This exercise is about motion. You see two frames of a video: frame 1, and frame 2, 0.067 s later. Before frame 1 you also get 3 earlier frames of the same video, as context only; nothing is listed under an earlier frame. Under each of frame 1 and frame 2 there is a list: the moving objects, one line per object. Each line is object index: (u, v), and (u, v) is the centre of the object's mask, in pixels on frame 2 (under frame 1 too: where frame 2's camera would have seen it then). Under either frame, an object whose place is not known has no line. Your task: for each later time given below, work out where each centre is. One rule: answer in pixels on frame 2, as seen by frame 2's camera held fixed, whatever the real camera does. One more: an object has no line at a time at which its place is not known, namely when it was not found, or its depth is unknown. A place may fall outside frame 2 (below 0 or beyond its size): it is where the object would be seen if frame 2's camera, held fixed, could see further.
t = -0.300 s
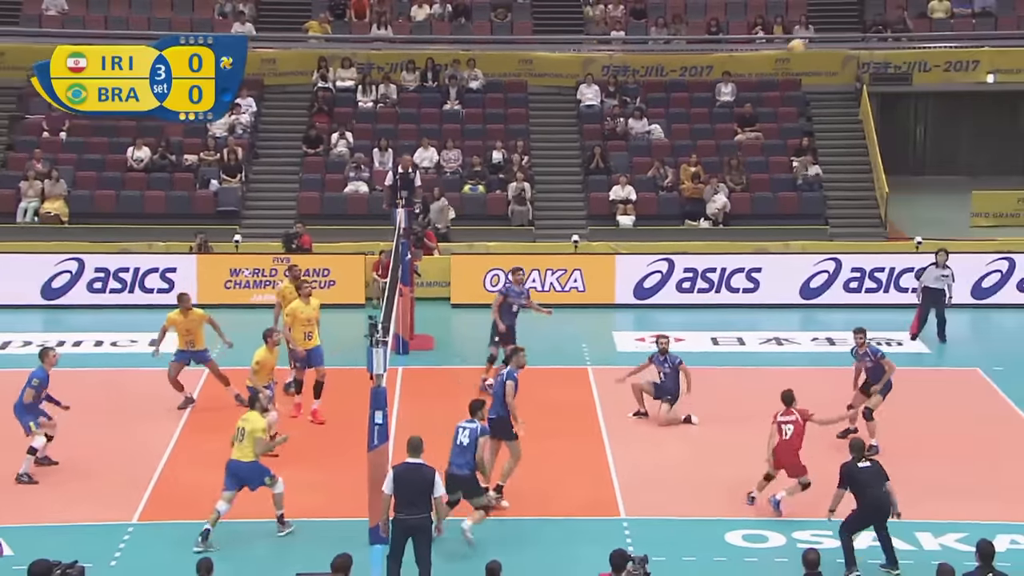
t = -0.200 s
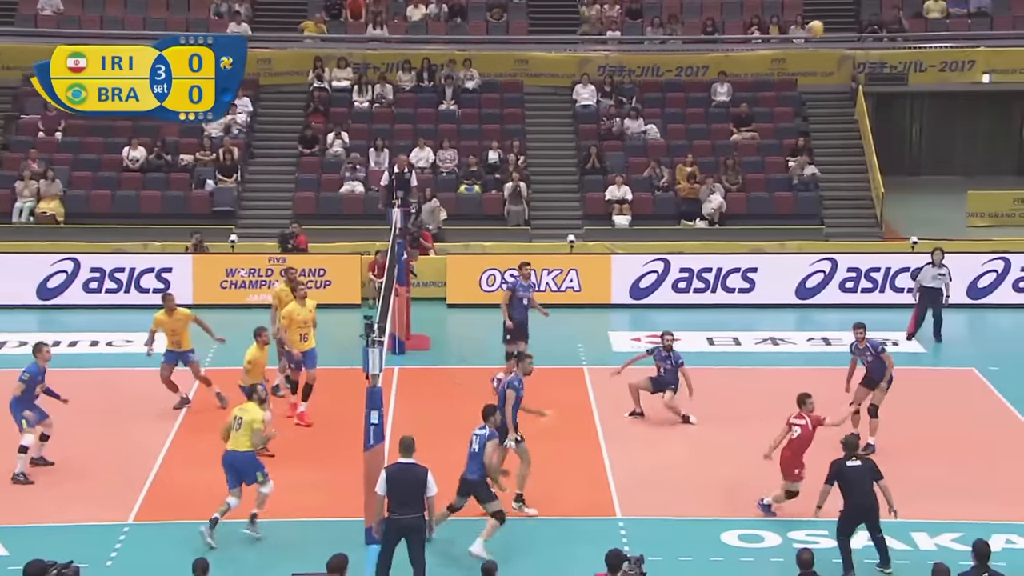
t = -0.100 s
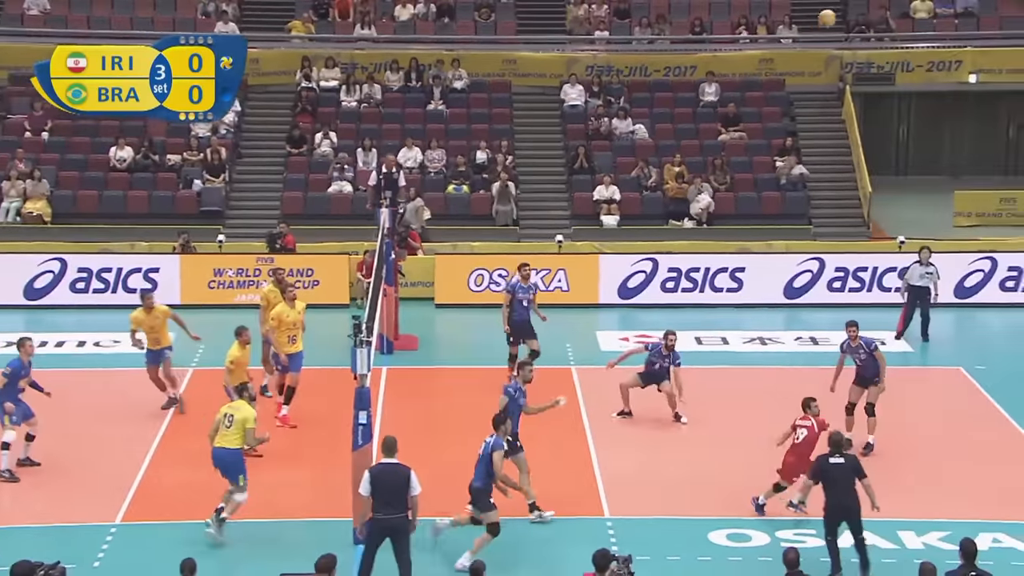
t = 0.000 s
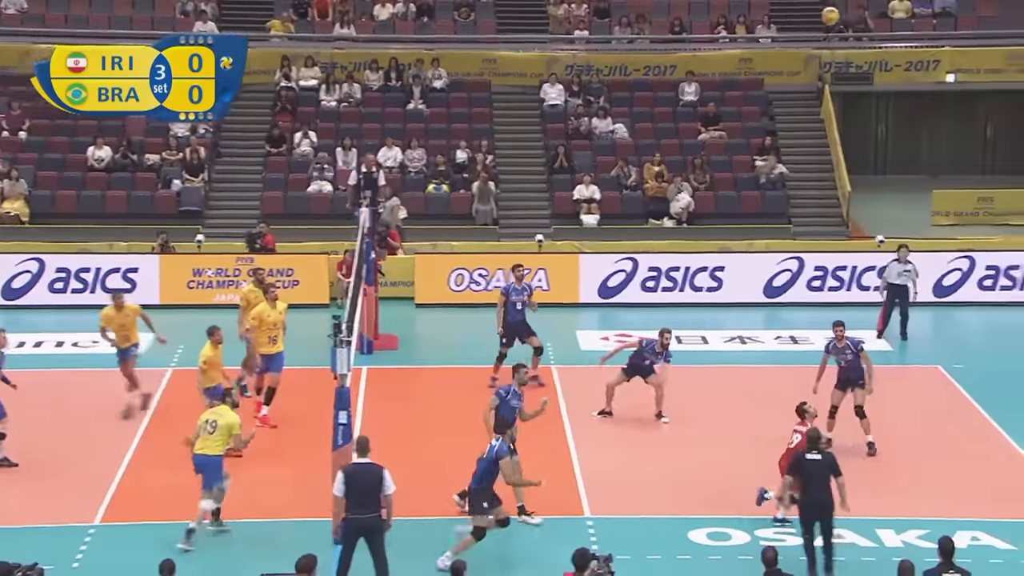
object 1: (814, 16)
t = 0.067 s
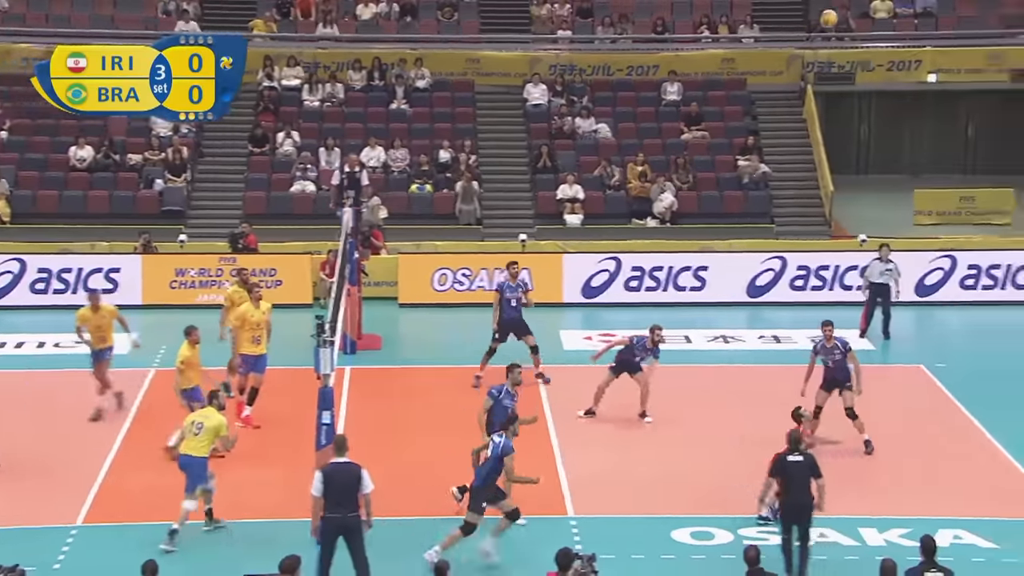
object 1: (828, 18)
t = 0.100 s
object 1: (836, 22)
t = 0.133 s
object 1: (843, 25)
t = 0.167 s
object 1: (851, 29)
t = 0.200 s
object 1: (860, 33)
